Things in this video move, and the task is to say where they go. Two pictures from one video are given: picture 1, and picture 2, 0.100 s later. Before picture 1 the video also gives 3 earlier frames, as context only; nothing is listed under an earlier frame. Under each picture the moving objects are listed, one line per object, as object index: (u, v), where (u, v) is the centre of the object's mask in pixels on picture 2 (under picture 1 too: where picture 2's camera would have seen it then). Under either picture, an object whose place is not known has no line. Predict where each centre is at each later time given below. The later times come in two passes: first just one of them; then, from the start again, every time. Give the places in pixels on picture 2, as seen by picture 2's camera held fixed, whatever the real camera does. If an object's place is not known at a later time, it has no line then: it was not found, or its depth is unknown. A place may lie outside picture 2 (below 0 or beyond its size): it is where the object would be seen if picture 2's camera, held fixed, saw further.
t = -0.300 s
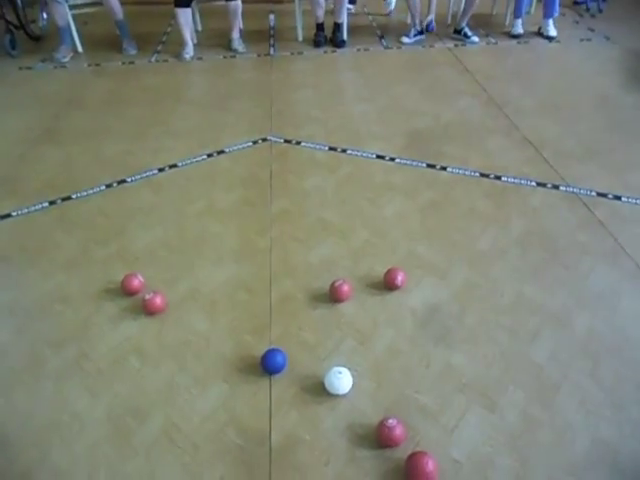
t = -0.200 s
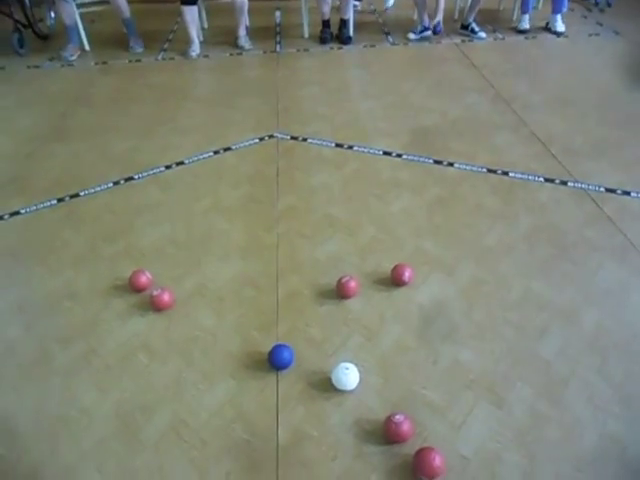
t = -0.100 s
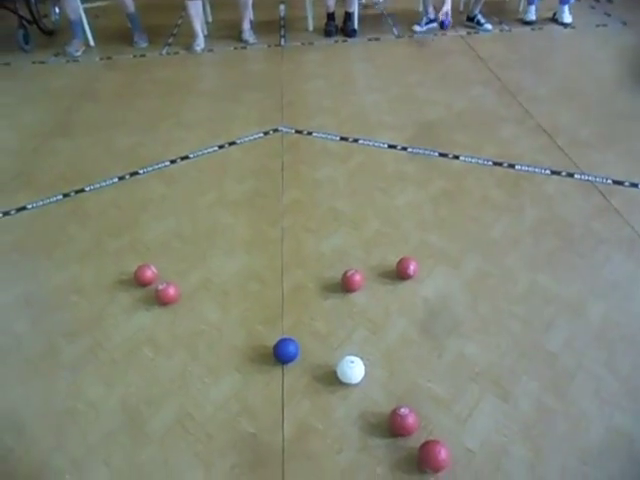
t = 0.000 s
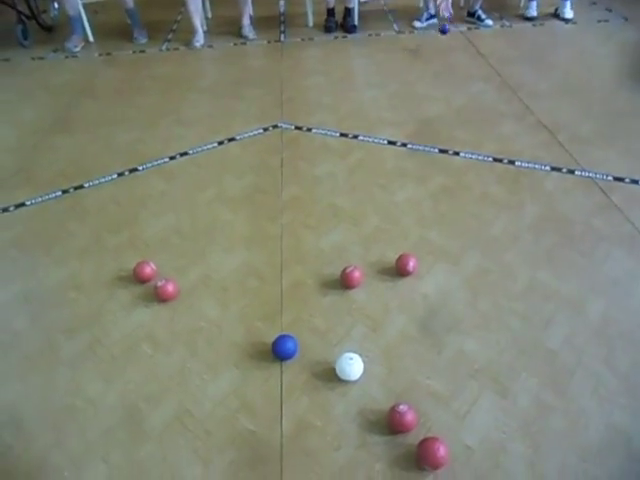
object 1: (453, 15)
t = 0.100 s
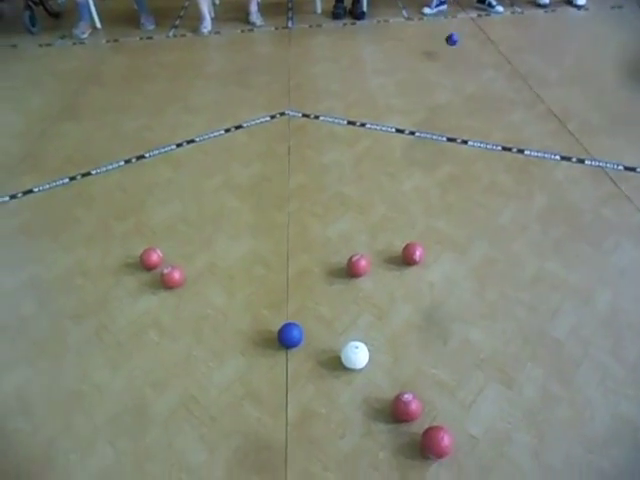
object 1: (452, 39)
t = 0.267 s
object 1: (447, 71)
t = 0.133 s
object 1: (450, 51)
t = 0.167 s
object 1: (449, 60)
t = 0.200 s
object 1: (449, 62)
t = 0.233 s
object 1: (447, 66)
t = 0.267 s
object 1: (447, 71)
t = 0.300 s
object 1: (445, 77)
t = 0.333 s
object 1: (445, 80)
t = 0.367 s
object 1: (443, 85)
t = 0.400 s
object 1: (443, 89)
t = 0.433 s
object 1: (442, 94)
